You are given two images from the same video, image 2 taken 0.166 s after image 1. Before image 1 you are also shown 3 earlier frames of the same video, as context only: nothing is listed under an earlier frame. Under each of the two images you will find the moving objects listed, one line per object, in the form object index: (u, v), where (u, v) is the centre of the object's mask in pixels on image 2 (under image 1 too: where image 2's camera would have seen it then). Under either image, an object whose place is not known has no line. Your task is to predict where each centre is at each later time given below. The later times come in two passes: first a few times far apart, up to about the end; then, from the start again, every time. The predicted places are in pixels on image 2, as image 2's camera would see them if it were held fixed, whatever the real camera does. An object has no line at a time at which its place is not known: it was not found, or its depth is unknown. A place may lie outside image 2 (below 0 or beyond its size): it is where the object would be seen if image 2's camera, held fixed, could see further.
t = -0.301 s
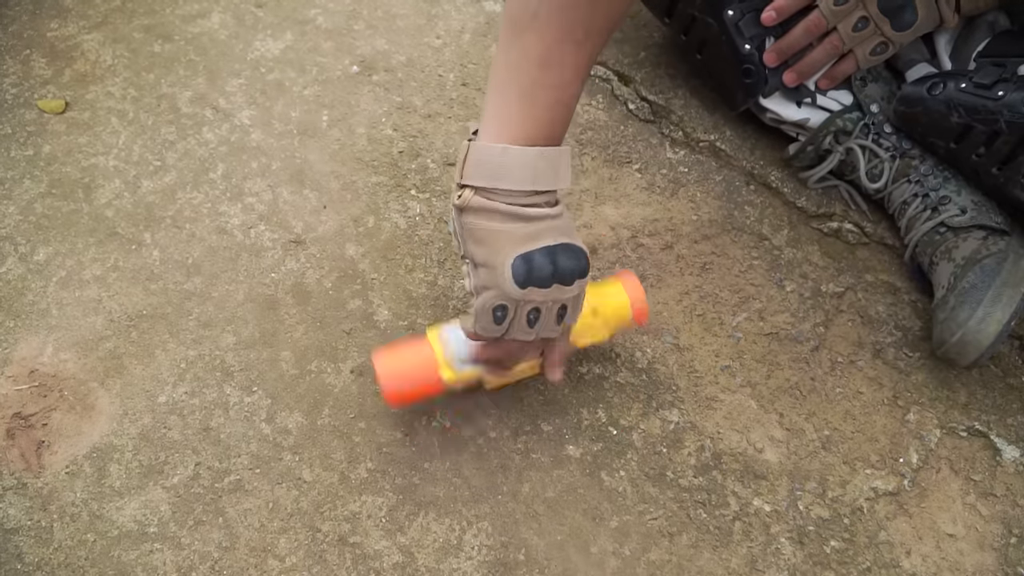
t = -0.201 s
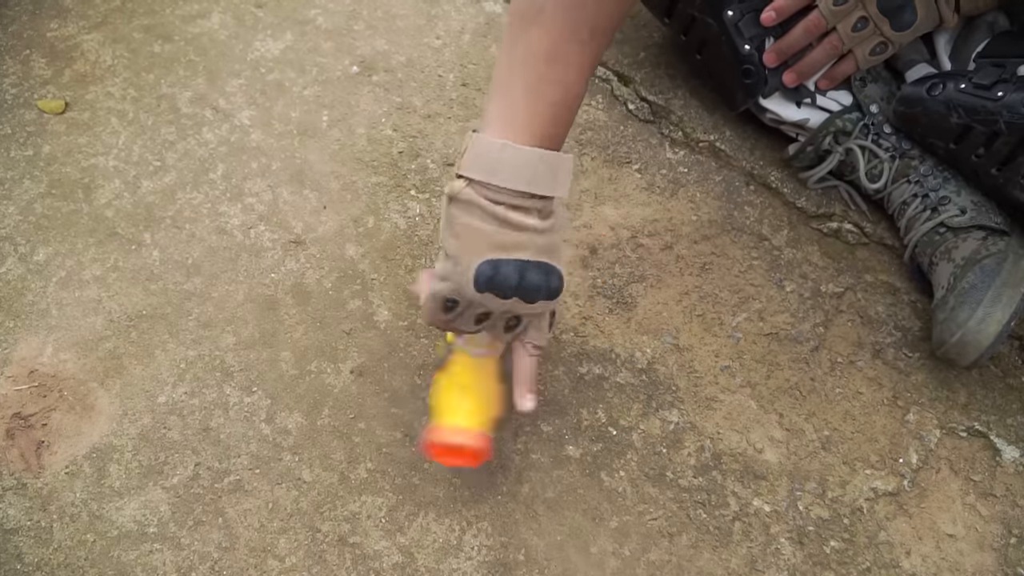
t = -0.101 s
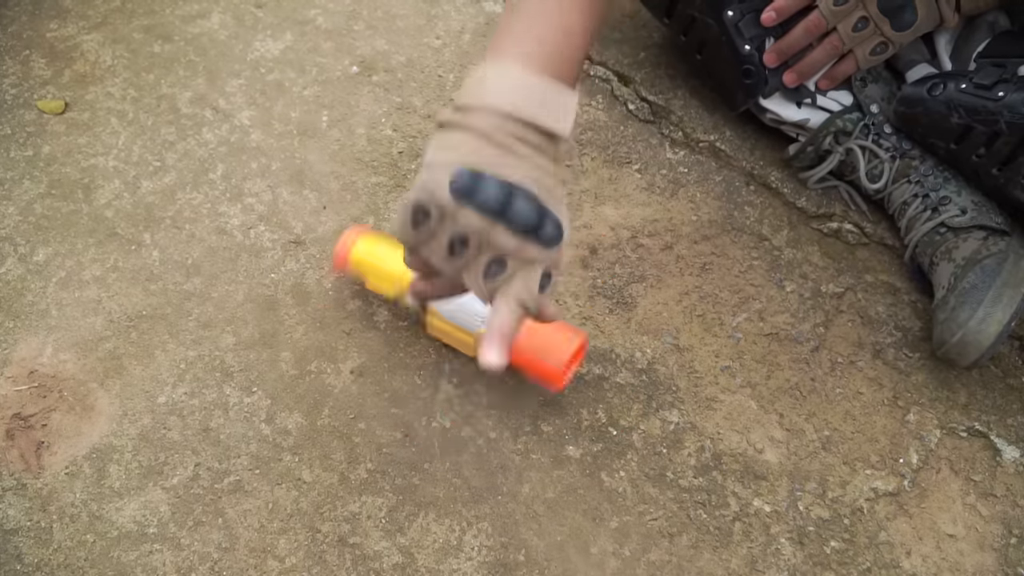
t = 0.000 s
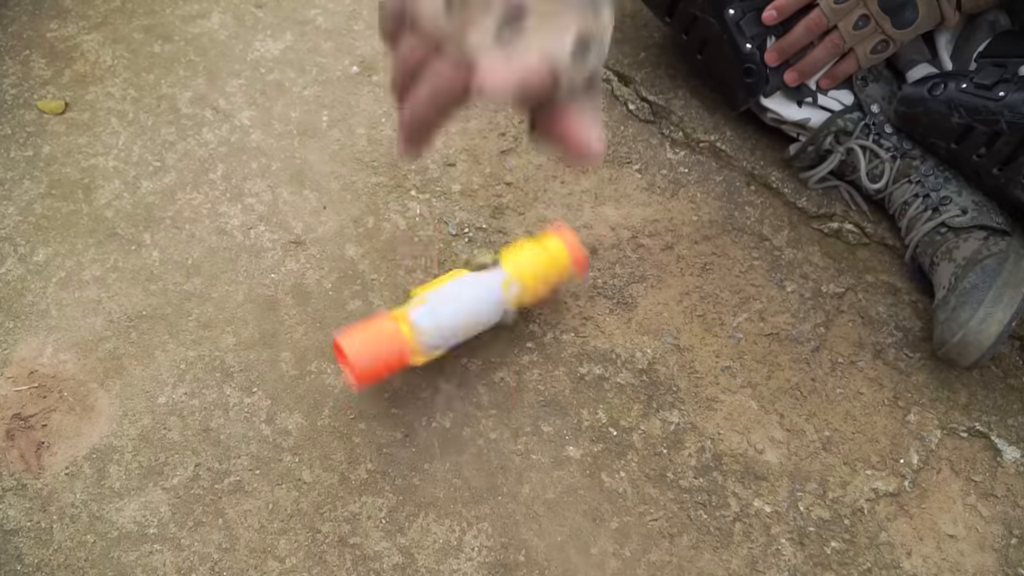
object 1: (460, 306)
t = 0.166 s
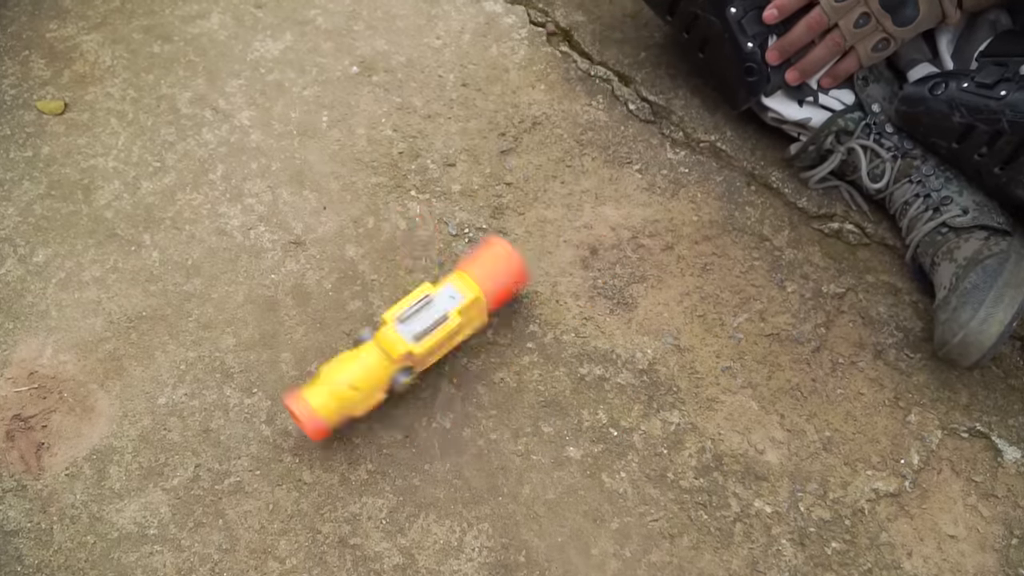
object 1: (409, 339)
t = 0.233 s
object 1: (403, 330)
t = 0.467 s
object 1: (415, 355)
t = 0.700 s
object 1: (432, 352)
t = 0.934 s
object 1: (433, 353)
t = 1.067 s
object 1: (432, 354)
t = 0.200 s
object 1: (406, 337)
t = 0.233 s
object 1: (403, 330)
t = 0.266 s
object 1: (405, 335)
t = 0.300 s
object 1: (405, 340)
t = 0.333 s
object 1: (406, 350)
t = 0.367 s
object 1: (409, 354)
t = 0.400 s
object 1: (408, 355)
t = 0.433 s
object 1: (411, 354)
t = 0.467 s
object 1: (415, 355)
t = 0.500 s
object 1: (417, 356)
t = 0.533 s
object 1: (426, 356)
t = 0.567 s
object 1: (431, 358)
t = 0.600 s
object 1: (433, 359)
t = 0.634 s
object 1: (435, 356)
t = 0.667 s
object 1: (433, 354)
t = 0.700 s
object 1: (432, 352)
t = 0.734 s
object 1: (432, 351)
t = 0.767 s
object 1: (432, 352)
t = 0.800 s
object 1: (433, 353)
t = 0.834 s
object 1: (433, 354)
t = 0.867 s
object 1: (433, 353)
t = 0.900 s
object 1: (432, 353)
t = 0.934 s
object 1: (433, 353)
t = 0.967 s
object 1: (433, 354)
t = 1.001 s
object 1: (433, 354)
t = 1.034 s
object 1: (433, 354)
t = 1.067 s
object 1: (432, 354)
